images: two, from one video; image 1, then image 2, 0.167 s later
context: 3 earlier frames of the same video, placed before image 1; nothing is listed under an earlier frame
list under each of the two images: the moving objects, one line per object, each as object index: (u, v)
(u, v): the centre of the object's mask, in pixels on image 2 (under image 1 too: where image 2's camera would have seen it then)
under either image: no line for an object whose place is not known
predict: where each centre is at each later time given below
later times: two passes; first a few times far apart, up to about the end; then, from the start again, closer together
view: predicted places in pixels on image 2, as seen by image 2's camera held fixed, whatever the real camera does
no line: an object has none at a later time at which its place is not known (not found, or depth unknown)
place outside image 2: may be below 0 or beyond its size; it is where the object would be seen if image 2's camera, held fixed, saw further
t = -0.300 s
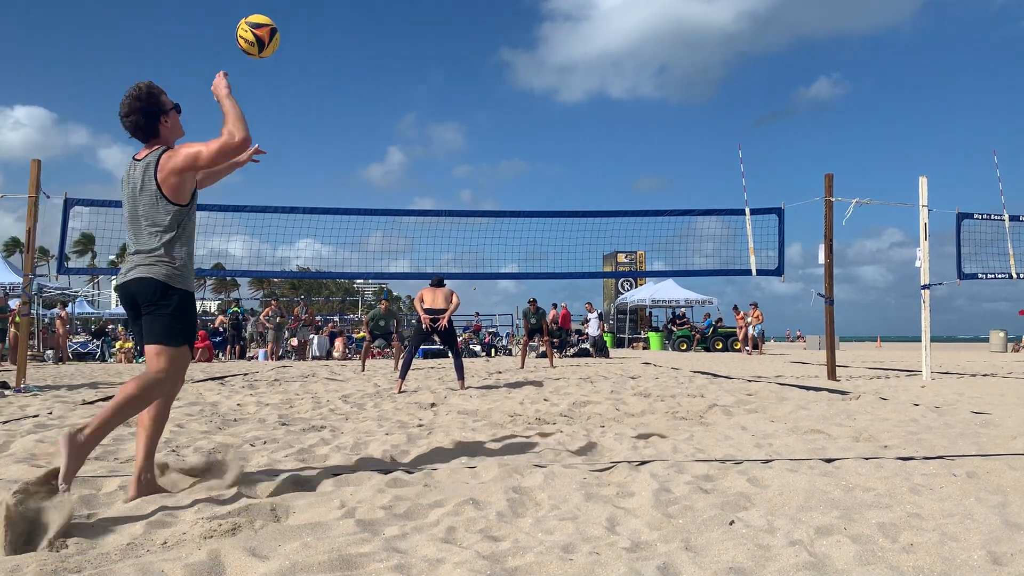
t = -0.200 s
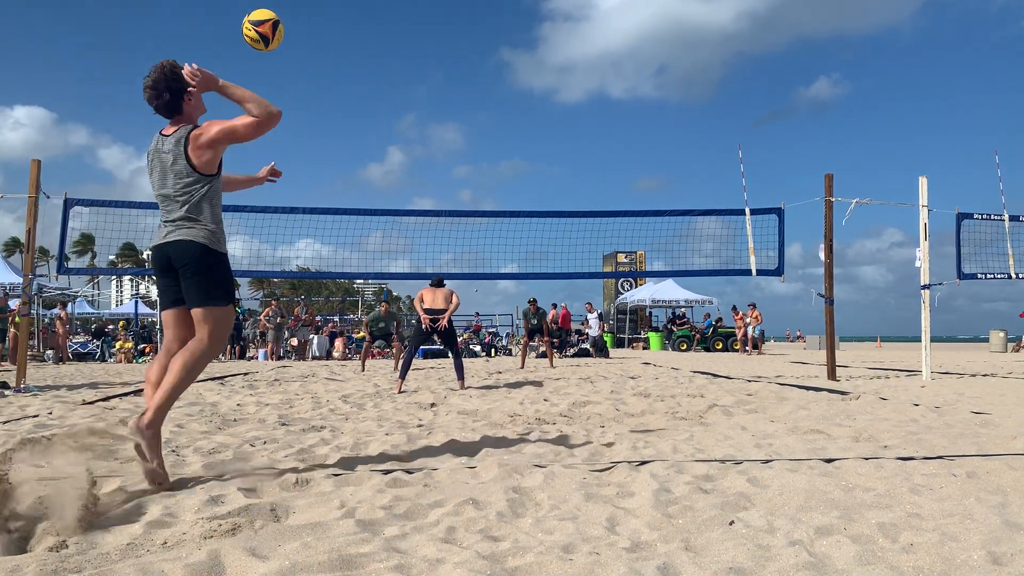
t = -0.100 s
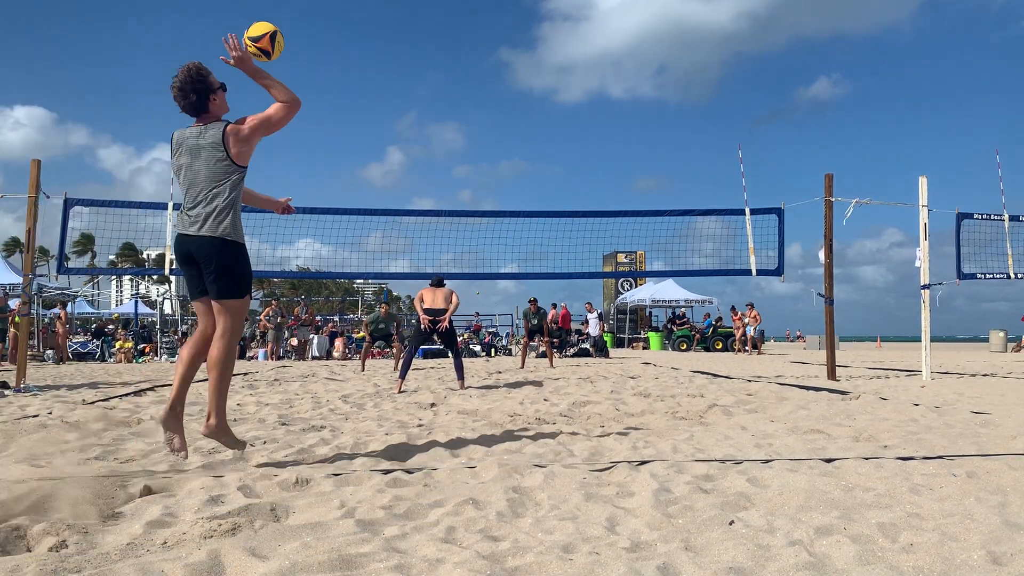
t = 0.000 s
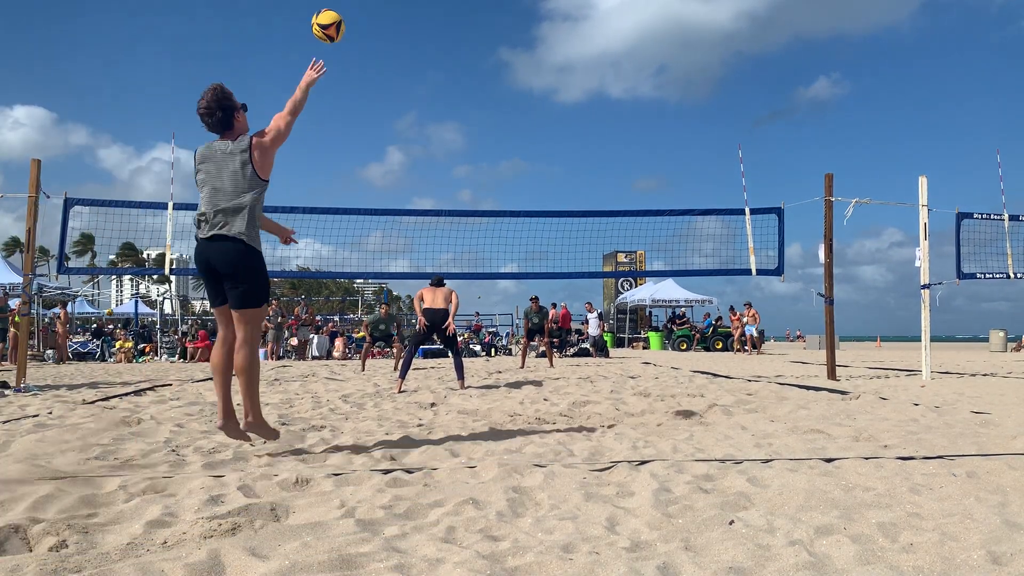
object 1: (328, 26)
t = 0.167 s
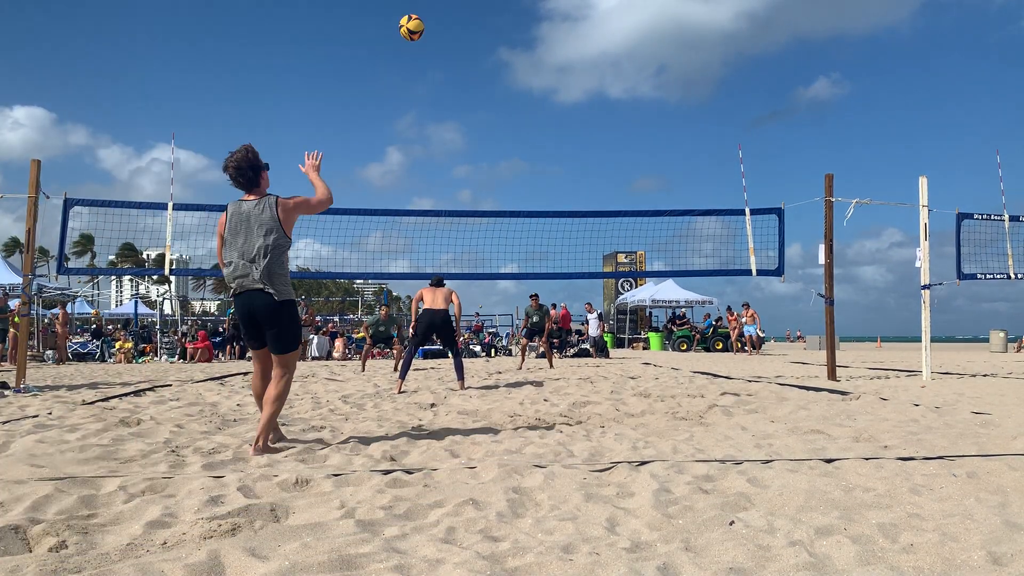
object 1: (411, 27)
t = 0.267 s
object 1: (441, 45)
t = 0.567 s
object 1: (488, 126)
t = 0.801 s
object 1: (505, 203)
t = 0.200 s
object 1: (423, 32)
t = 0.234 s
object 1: (432, 38)
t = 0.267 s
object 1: (441, 45)
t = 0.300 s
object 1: (449, 52)
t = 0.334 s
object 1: (455, 60)
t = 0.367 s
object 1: (462, 68)
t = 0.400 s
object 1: (468, 77)
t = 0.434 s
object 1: (473, 86)
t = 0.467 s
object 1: (477, 96)
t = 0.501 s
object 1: (481, 105)
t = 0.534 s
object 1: (485, 115)
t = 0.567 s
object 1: (488, 126)
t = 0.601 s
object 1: (491, 136)
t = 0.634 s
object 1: (494, 147)
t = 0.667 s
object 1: (497, 158)
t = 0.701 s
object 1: (499, 169)
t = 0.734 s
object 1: (501, 180)
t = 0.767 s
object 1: (503, 191)
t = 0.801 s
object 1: (505, 203)
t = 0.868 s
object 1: (507, 227)
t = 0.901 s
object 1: (508, 239)
